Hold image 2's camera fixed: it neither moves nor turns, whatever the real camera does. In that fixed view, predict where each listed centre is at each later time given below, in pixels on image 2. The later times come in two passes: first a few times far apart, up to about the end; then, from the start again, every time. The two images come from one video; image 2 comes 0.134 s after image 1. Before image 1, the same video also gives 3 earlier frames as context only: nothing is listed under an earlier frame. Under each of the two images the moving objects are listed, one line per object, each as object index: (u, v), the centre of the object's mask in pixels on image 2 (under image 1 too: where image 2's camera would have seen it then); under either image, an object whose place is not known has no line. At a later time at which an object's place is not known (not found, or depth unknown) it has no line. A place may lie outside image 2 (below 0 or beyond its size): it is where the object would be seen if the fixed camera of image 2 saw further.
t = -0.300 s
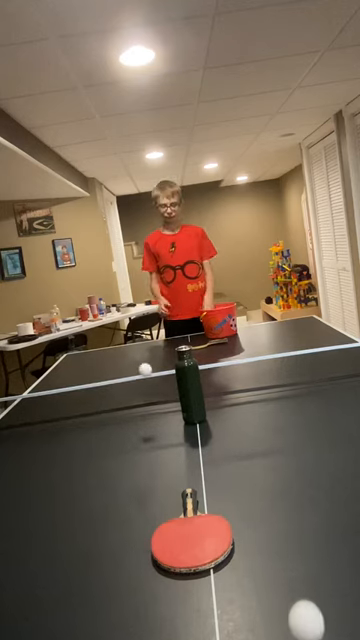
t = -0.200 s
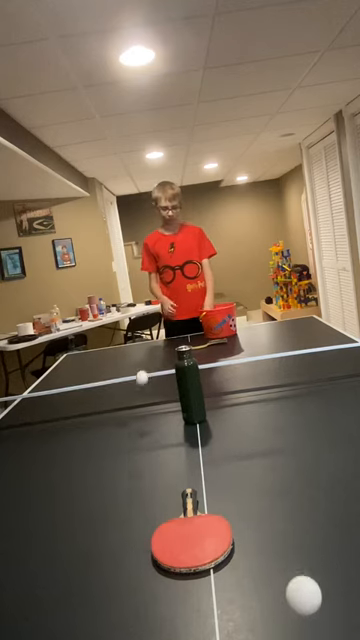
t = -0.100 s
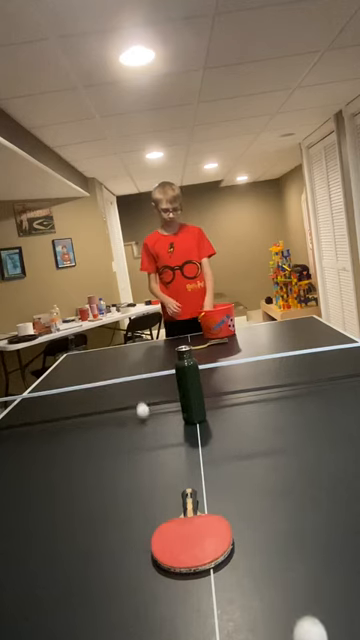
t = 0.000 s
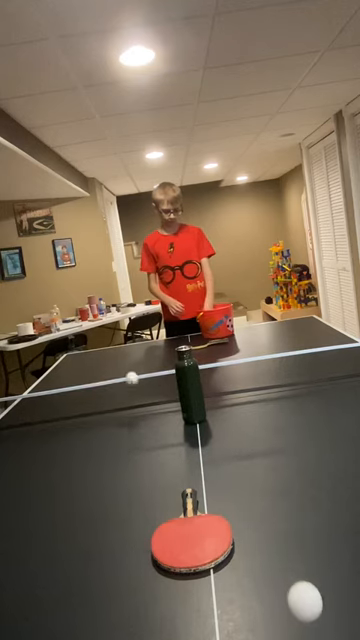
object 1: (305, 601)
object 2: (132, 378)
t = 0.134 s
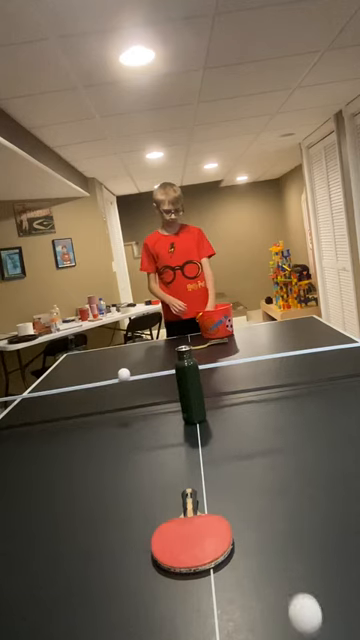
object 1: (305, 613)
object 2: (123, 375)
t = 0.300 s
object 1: (297, 586)
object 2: (115, 403)
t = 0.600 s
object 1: (288, 599)
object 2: (97, 420)
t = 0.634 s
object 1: (286, 597)
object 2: (94, 417)
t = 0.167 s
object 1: (307, 628)
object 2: (121, 375)
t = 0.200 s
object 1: (304, 616)
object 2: (119, 377)
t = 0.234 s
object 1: (301, 599)
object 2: (118, 383)
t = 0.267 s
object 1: (298, 589)
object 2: (116, 391)
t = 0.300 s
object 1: (297, 586)
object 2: (115, 403)
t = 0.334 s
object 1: (297, 591)
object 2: (114, 412)
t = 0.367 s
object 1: (298, 602)
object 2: (110, 402)
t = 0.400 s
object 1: (299, 620)
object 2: (107, 395)
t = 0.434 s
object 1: (295, 603)
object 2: (104, 391)
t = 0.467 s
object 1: (292, 588)
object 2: (101, 391)
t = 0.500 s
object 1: (289, 580)
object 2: (100, 393)
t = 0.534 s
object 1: (288, 580)
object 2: (98, 399)
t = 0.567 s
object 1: (287, 586)
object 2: (98, 408)
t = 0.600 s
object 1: (288, 599)
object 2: (97, 420)
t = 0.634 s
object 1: (286, 597)
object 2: (94, 417)
